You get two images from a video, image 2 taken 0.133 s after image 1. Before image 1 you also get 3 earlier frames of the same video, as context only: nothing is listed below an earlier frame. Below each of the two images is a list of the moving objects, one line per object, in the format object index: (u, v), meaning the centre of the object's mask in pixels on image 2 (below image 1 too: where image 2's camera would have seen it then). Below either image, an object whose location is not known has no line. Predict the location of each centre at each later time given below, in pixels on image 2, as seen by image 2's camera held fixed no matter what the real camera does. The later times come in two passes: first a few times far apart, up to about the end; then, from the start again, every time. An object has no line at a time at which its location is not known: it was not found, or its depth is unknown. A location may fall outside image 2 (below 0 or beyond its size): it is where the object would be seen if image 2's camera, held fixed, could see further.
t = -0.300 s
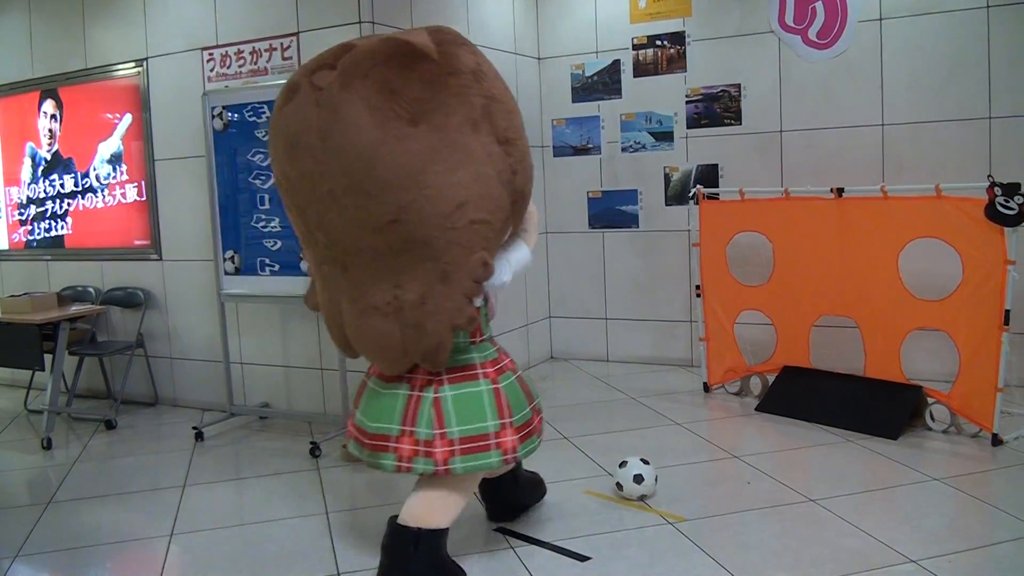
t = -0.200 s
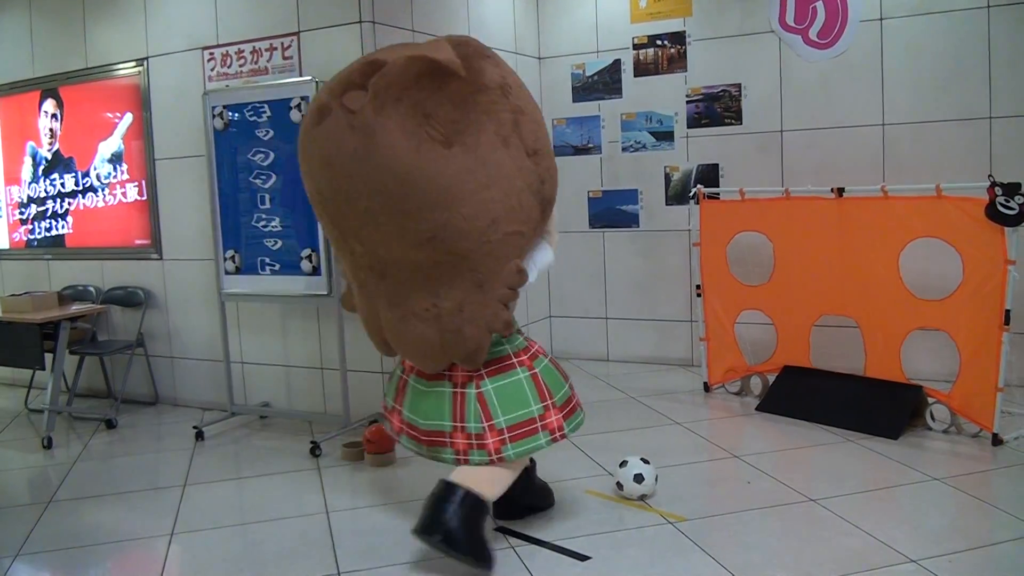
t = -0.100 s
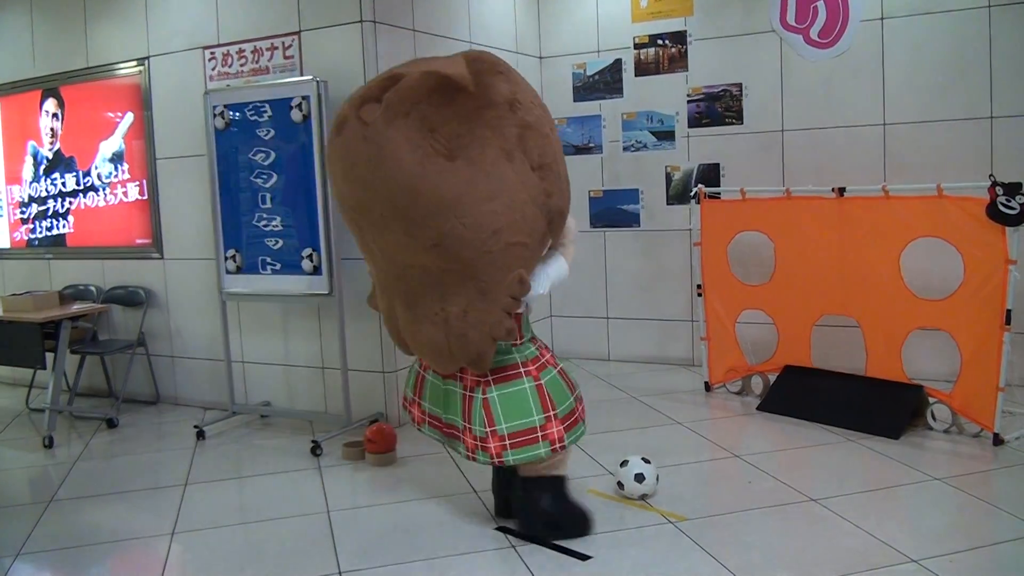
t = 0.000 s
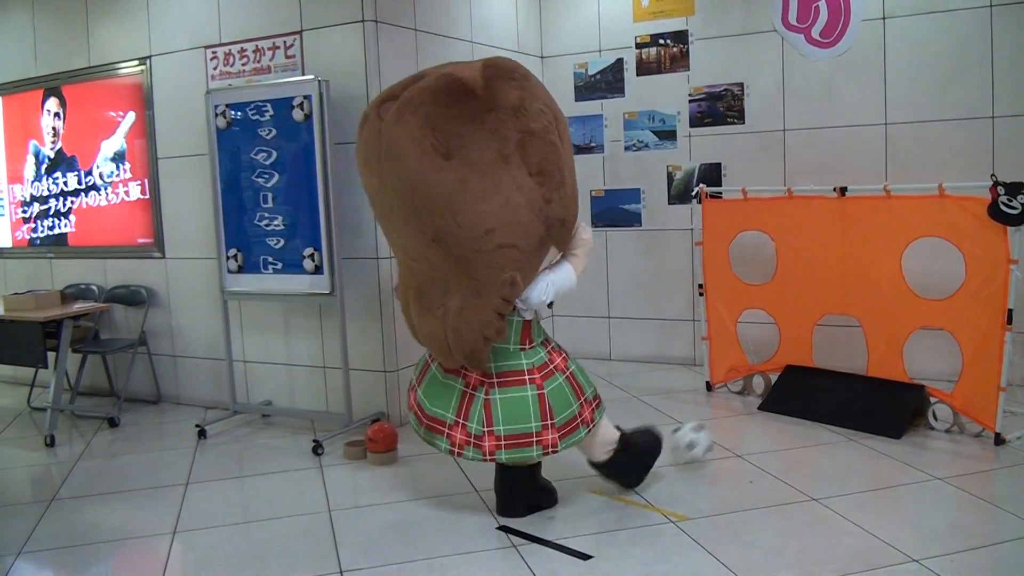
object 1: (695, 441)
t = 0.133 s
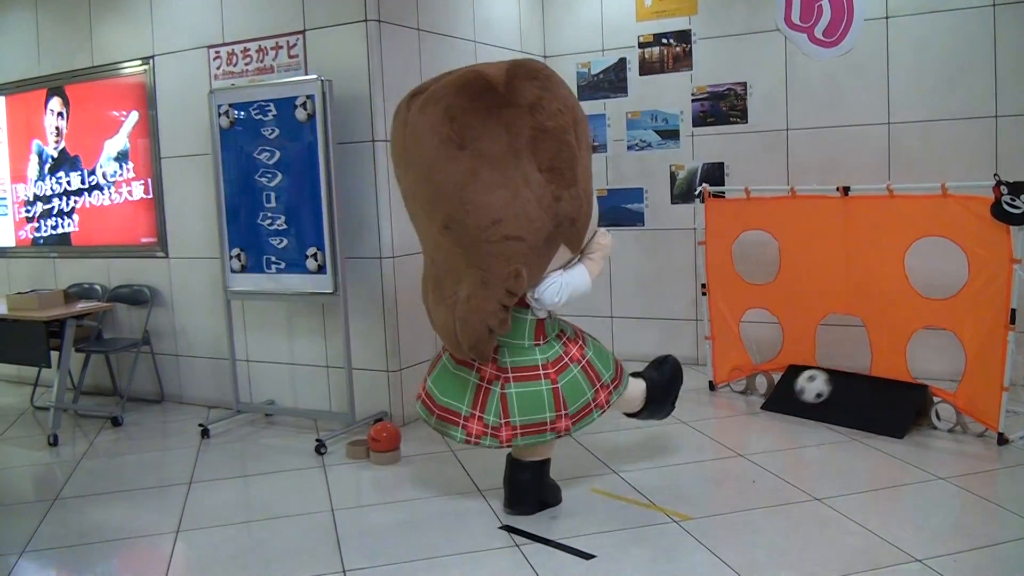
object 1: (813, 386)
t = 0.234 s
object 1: (824, 314)
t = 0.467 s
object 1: (799, 272)
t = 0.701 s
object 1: (771, 331)
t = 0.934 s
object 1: (753, 386)
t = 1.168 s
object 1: (750, 326)
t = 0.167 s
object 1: (819, 361)
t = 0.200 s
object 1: (823, 333)
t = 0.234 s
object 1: (824, 314)
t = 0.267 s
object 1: (821, 302)
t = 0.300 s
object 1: (817, 291)
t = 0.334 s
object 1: (814, 283)
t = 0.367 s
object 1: (810, 276)
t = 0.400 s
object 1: (807, 273)
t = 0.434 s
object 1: (803, 272)
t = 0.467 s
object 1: (799, 272)
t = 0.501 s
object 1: (794, 274)
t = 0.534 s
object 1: (791, 276)
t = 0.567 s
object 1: (787, 282)
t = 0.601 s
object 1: (783, 291)
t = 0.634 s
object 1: (779, 302)
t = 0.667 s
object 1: (775, 316)
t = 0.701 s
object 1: (771, 331)
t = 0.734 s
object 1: (766, 347)
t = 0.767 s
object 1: (763, 366)
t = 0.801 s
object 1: (759, 389)
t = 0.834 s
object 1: (755, 414)
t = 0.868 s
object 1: (752, 422)
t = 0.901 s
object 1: (752, 403)
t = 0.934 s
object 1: (753, 386)
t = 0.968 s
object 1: (752, 373)
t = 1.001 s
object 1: (751, 358)
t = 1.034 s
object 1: (750, 348)
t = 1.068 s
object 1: (750, 339)
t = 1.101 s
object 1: (750, 332)
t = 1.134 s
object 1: (750, 328)
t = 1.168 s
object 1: (750, 326)
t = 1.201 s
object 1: (750, 326)
